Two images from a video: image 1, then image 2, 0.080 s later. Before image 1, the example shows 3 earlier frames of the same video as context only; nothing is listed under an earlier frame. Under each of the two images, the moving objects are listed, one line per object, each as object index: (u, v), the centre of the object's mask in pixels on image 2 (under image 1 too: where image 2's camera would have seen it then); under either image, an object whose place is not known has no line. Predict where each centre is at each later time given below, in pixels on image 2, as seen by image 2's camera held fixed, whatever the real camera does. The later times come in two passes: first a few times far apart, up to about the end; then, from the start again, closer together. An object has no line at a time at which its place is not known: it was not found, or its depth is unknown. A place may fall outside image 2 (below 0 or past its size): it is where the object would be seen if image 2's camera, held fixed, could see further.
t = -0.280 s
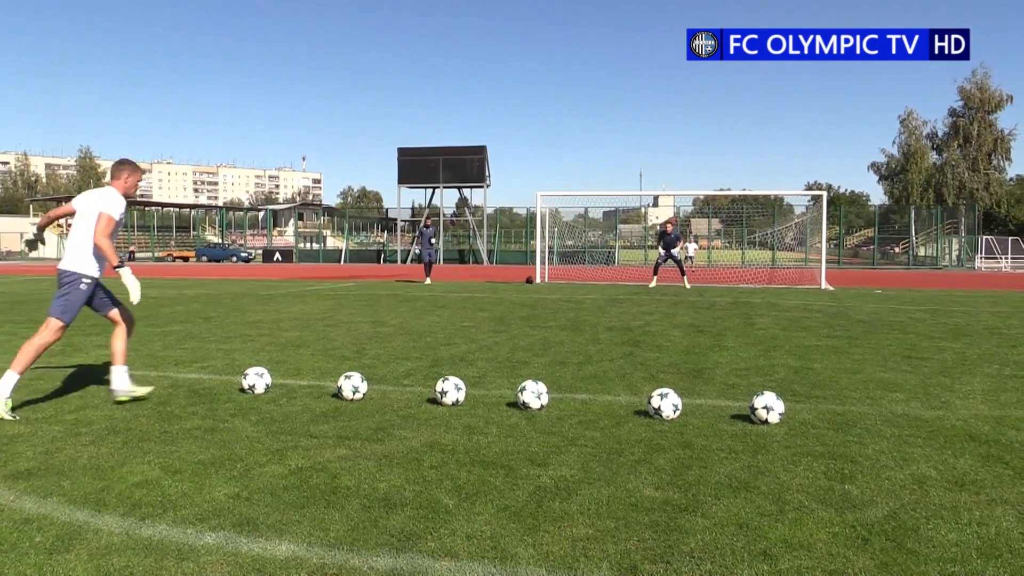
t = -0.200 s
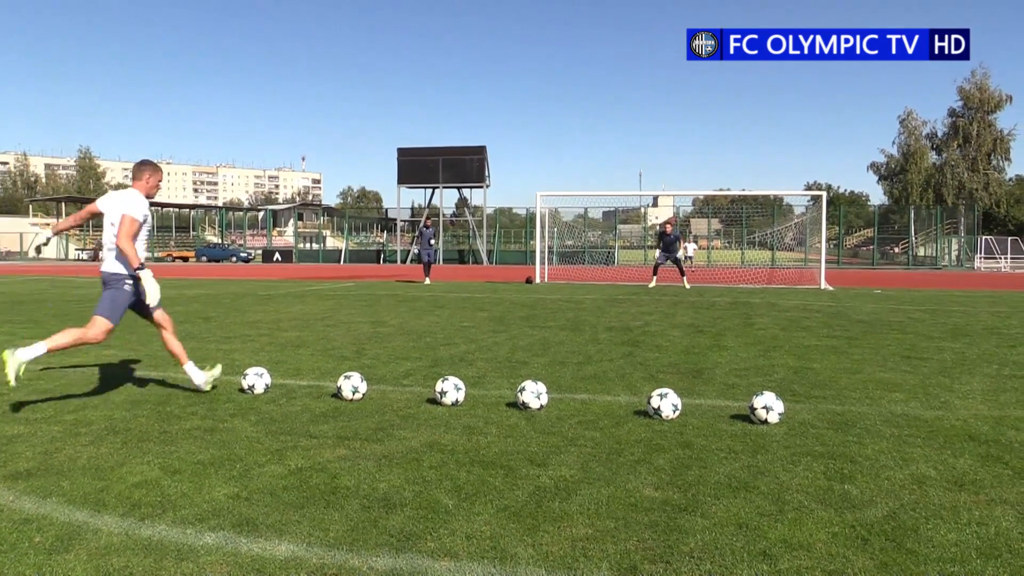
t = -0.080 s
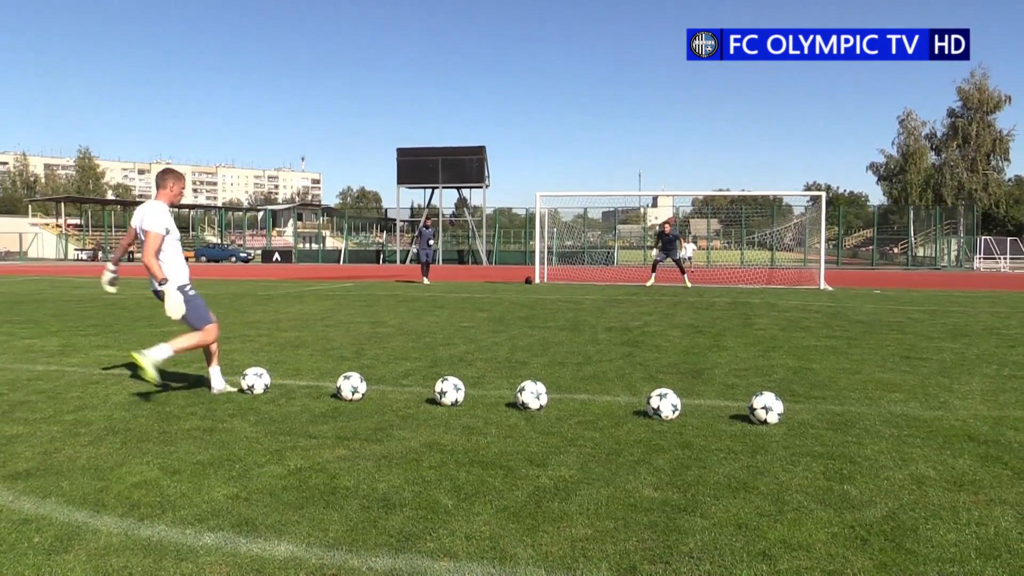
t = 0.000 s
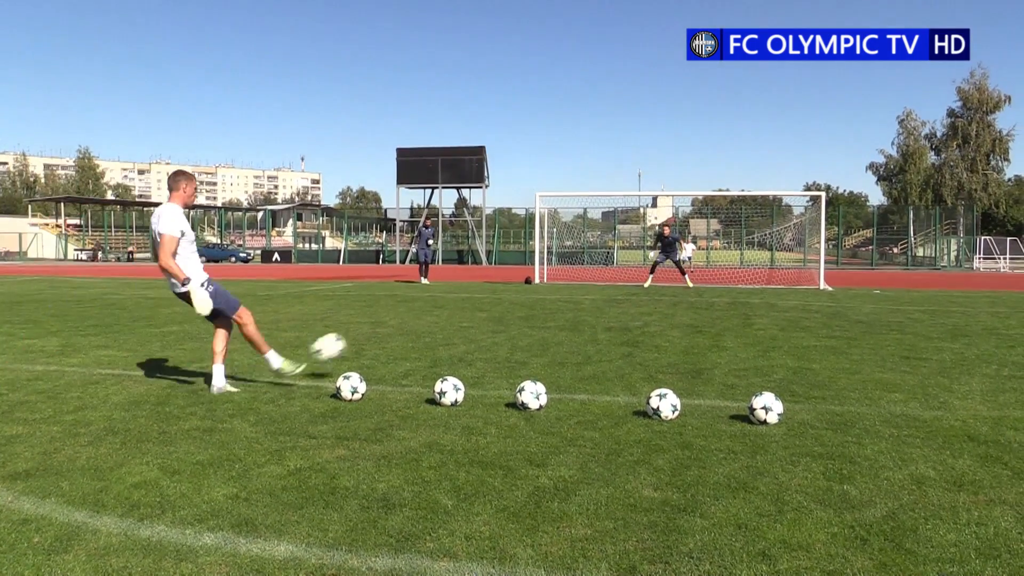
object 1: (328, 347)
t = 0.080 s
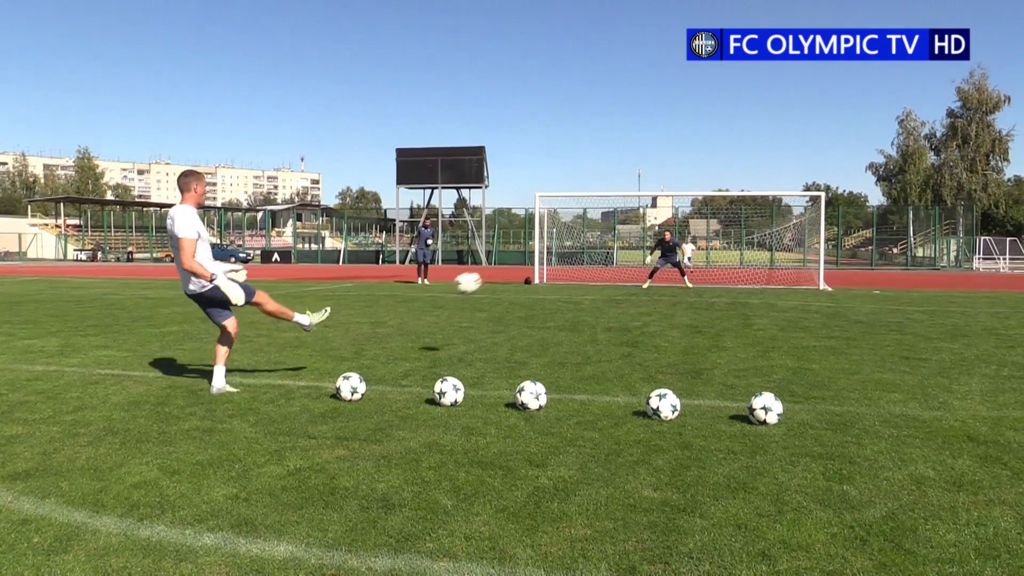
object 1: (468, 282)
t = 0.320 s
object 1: (681, 195)
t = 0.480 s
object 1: (744, 178)
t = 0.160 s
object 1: (564, 239)
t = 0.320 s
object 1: (681, 195)
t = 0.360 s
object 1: (700, 188)
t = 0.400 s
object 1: (717, 184)
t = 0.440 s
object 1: (731, 181)
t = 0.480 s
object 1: (744, 178)
